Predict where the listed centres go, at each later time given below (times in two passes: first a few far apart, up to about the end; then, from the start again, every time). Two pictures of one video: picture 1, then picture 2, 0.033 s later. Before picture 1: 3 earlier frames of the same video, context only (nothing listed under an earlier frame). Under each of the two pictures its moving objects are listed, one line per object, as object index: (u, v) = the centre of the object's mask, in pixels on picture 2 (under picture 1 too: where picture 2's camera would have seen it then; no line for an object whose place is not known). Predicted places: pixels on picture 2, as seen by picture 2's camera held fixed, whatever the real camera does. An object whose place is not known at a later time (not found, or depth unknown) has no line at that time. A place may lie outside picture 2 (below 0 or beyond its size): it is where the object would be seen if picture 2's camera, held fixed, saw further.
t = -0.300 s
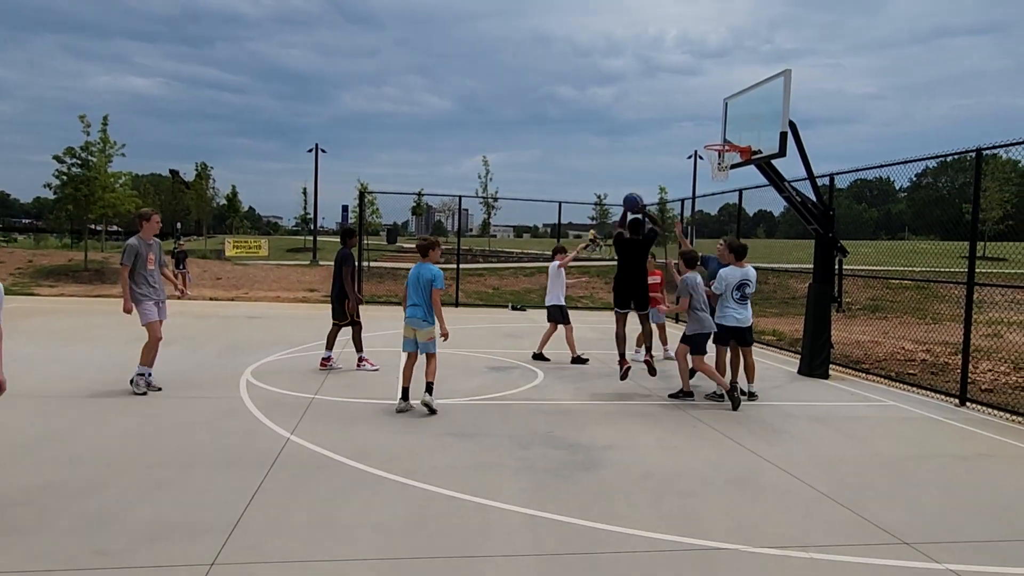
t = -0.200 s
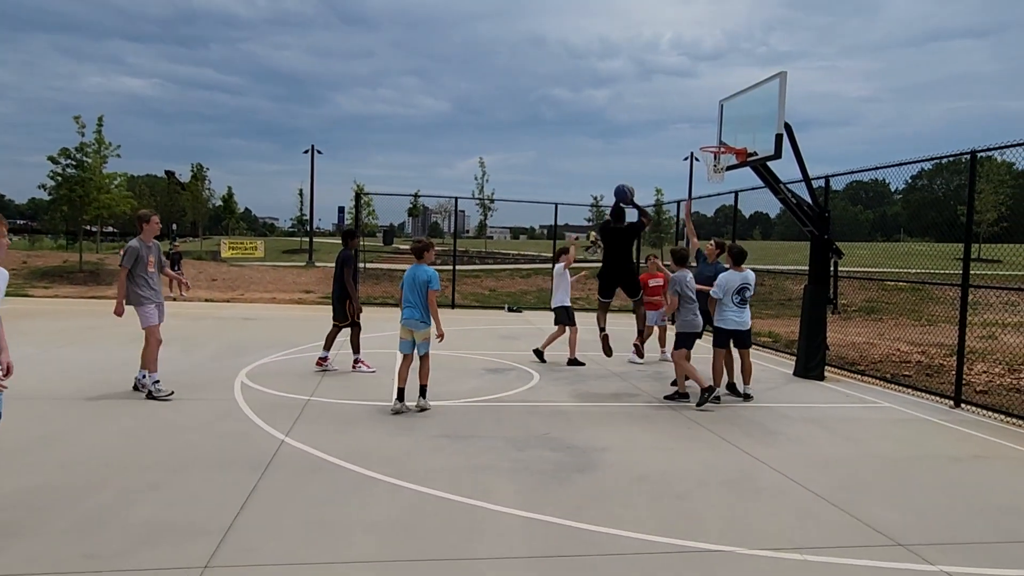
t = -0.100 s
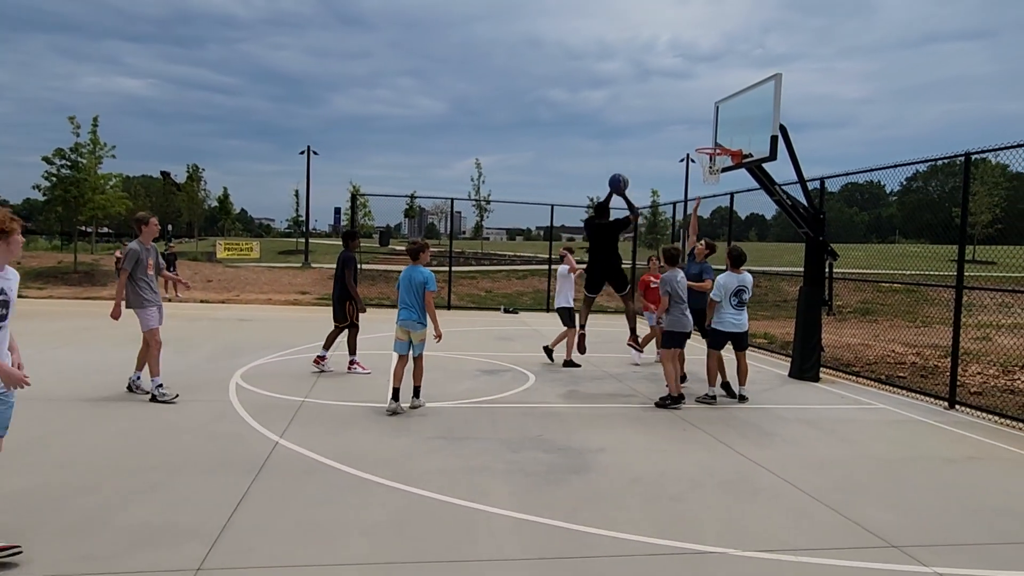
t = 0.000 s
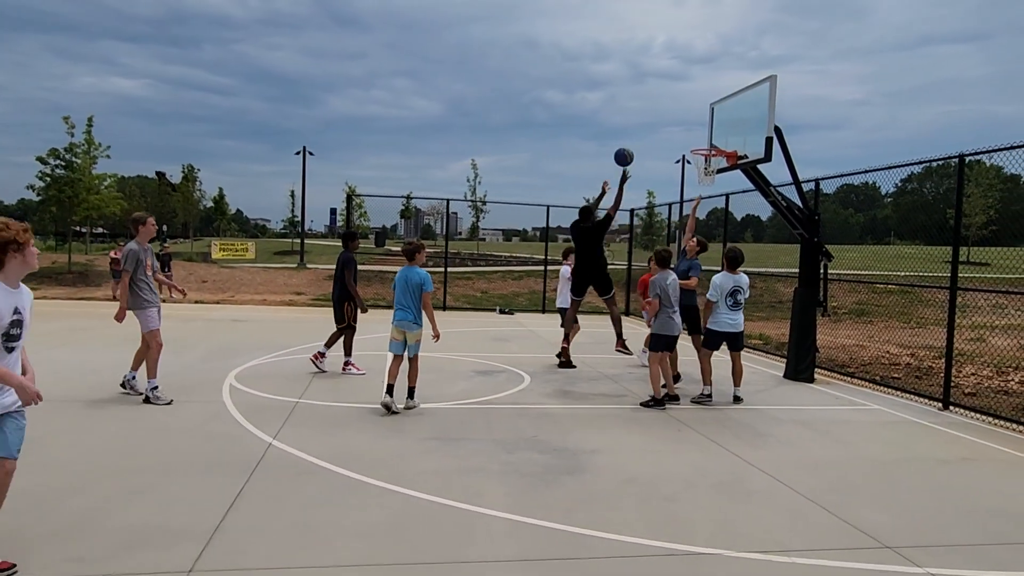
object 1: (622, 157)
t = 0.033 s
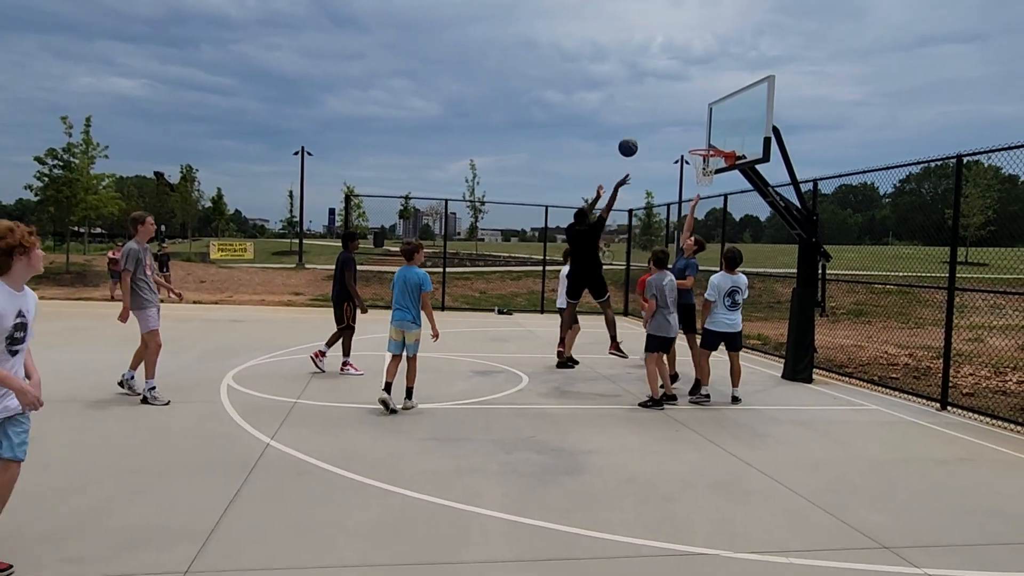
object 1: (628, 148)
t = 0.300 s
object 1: (669, 104)
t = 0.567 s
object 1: (701, 118)
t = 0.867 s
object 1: (699, 121)
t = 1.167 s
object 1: (662, 117)
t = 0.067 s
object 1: (633, 139)
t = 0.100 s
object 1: (639, 131)
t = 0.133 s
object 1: (644, 124)
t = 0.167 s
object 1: (650, 118)
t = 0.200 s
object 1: (654, 113)
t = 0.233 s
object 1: (659, 109)
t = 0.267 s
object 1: (664, 106)
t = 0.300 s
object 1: (669, 104)
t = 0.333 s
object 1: (673, 103)
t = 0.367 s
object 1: (677, 103)
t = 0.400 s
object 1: (682, 103)
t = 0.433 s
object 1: (686, 105)
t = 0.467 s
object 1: (690, 107)
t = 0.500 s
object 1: (694, 110)
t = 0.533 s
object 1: (698, 114)
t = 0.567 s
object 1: (701, 118)
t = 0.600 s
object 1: (705, 124)
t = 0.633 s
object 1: (709, 130)
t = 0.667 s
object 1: (712, 137)
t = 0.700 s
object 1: (716, 143)
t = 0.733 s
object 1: (715, 142)
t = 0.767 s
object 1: (711, 136)
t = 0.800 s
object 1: (707, 130)
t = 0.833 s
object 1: (703, 125)
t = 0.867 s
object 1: (699, 121)
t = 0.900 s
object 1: (695, 117)
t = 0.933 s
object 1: (691, 115)
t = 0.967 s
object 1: (687, 113)
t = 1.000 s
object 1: (683, 111)
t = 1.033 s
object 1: (679, 111)
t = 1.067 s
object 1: (675, 111)
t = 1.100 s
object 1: (671, 113)
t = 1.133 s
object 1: (667, 115)
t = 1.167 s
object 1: (662, 117)
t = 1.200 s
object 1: (658, 121)
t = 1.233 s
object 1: (654, 125)
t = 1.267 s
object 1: (650, 130)
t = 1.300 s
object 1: (646, 136)
